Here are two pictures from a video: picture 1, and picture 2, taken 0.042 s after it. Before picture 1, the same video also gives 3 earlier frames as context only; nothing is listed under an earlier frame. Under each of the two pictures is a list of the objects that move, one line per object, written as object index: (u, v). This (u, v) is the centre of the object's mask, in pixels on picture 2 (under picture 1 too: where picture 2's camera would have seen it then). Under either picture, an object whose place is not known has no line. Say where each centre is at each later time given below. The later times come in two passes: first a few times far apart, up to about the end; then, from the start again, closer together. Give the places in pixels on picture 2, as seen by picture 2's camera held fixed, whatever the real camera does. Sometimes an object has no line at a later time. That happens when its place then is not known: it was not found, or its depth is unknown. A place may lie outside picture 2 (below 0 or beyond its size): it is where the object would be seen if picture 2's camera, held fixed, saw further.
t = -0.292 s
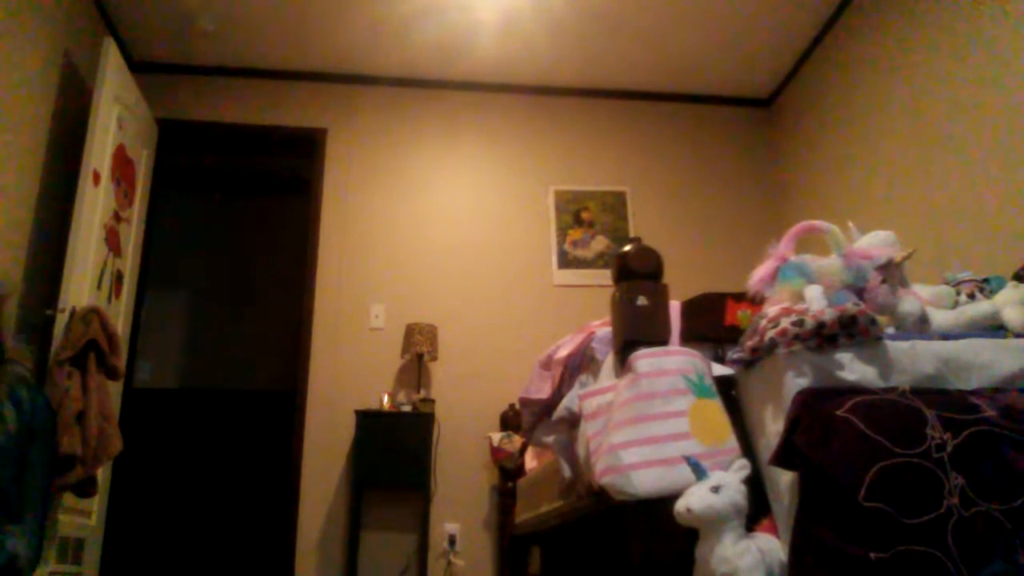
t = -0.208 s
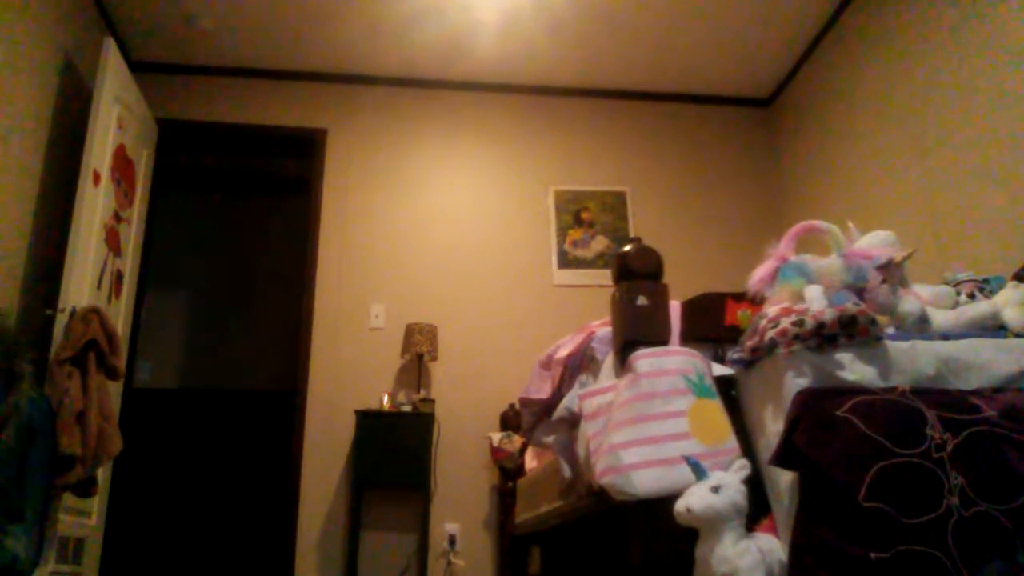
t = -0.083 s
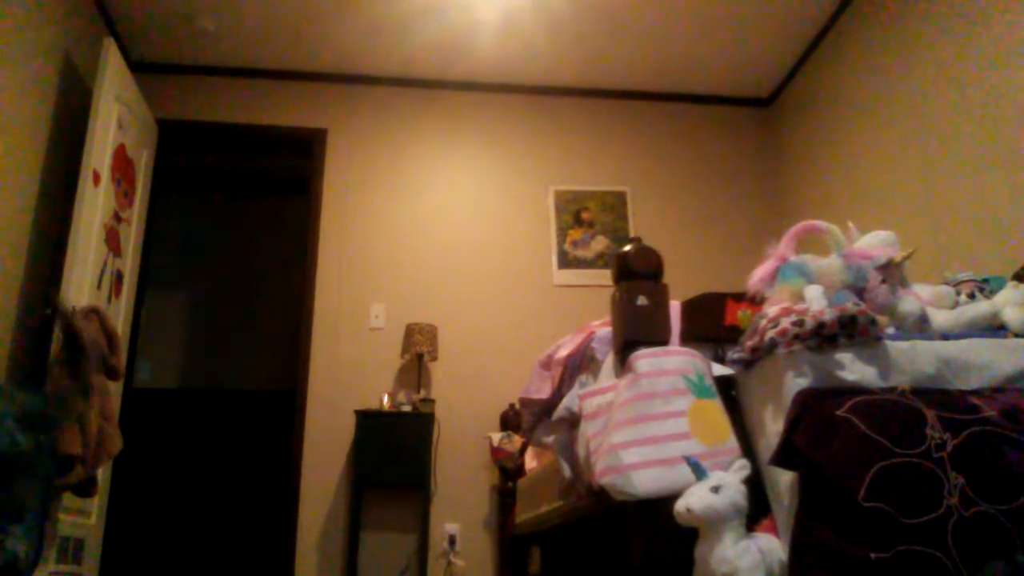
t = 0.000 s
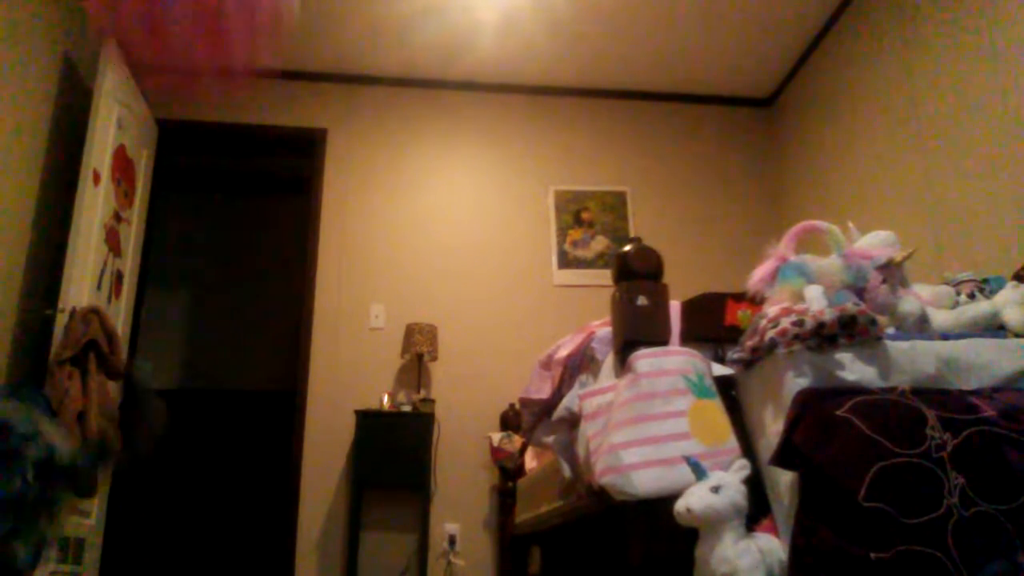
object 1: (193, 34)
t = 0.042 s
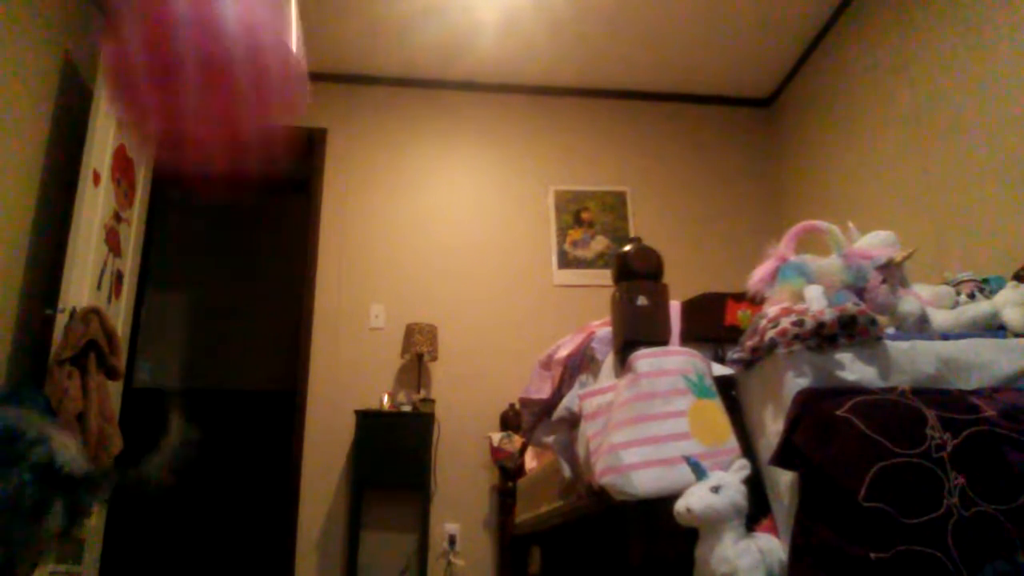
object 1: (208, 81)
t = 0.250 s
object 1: (255, 501)
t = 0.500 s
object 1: (345, 298)
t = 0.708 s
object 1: (394, 283)
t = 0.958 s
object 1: (431, 425)
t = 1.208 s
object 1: (467, 464)
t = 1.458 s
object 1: (493, 427)
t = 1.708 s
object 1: (466, 469)
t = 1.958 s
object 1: (420, 511)
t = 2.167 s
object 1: (398, 481)
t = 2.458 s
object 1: (368, 535)
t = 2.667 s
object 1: (368, 526)
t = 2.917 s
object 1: (360, 527)
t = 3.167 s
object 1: (351, 534)
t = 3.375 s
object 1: (344, 539)
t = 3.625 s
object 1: (341, 539)
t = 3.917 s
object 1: (341, 541)
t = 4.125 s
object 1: (342, 541)
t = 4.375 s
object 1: (343, 541)
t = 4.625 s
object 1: (347, 541)
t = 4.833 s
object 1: (352, 541)
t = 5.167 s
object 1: (360, 541)
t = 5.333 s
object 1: (363, 541)
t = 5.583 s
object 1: (369, 541)
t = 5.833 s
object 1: (372, 542)
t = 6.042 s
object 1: (373, 541)
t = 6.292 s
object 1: (372, 542)
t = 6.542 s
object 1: (372, 542)
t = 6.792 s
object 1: (372, 542)
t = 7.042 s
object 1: (371, 542)
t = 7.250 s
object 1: (371, 542)
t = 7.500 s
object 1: (371, 542)
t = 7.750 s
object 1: (371, 542)
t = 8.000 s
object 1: (371, 542)
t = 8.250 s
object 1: (371, 542)
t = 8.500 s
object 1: (371, 542)
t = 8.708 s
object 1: (371, 542)
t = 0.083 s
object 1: (221, 146)
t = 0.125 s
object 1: (232, 239)
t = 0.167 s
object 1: (239, 323)
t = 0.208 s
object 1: (246, 423)
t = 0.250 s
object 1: (255, 501)
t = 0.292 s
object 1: (273, 490)
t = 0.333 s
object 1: (289, 438)
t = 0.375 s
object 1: (304, 389)
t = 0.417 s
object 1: (318, 349)
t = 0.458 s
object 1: (332, 321)
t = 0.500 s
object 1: (345, 298)
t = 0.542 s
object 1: (357, 284)
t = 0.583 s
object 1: (367, 276)
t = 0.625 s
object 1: (377, 273)
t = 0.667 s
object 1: (386, 275)
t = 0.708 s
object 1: (394, 283)
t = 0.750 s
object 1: (402, 294)
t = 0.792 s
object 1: (408, 310)
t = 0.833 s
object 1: (415, 333)
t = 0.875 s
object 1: (420, 361)
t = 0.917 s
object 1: (426, 390)
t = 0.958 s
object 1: (431, 425)
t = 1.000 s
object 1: (437, 467)
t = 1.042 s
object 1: (443, 506)
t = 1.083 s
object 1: (448, 535)
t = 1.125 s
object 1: (454, 516)
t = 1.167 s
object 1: (461, 487)
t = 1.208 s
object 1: (467, 464)
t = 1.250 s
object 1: (473, 446)
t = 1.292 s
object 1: (477, 433)
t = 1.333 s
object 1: (481, 425)
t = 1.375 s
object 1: (484, 421)
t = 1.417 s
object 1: (489, 421)
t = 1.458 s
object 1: (493, 427)
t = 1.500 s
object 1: (497, 436)
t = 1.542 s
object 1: (495, 441)
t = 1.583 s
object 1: (490, 441)
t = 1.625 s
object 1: (482, 446)
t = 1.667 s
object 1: (475, 454)
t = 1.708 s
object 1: (466, 469)
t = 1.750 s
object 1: (458, 486)
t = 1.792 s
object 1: (448, 508)
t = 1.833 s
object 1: (439, 531)
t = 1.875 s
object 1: (430, 540)
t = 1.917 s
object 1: (424, 528)
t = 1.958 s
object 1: (420, 511)
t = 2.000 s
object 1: (415, 497)
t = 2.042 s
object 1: (411, 487)
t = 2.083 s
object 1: (406, 482)
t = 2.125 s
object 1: (402, 480)
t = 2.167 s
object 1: (398, 481)
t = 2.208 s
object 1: (393, 487)
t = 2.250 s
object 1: (390, 496)
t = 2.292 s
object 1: (384, 509)
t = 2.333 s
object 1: (380, 526)
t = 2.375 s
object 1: (374, 538)
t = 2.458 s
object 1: (368, 535)
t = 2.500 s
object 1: (369, 529)
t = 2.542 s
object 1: (369, 521)
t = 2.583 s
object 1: (368, 519)
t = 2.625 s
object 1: (368, 521)
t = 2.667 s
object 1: (368, 526)
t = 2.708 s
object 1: (367, 533)
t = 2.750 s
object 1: (367, 540)
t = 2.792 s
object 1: (366, 539)
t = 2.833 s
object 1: (364, 534)
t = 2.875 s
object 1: (363, 530)
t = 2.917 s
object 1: (360, 527)
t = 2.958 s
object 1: (359, 529)
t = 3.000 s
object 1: (357, 532)
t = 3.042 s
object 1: (355, 537)
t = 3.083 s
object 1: (353, 541)
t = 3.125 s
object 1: (352, 537)
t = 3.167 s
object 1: (351, 534)
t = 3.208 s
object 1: (349, 532)
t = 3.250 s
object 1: (348, 534)
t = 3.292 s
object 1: (346, 537)
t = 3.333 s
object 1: (345, 541)
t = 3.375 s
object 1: (344, 539)
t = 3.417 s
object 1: (344, 536)
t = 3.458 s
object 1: (343, 535)
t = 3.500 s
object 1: (343, 537)
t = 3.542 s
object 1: (342, 540)
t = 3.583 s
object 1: (342, 541)
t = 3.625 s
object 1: (341, 539)
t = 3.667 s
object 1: (341, 537)
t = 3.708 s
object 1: (341, 539)
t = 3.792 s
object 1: (341, 541)
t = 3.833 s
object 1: (341, 539)
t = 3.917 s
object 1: (341, 541)
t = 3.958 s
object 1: (341, 541)
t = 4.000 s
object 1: (342, 540)
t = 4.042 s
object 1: (342, 541)
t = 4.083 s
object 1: (343, 542)
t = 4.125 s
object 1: (342, 541)
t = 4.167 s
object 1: (342, 541)
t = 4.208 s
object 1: (342, 541)
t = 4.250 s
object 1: (342, 541)
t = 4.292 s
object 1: (343, 541)
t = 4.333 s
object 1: (343, 541)
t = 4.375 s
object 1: (343, 541)
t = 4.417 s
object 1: (344, 541)
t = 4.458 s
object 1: (344, 541)
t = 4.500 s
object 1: (345, 541)
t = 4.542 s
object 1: (345, 541)
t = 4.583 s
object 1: (346, 541)
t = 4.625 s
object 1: (347, 541)
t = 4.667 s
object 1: (348, 541)
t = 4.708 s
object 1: (348, 541)
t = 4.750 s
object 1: (350, 541)
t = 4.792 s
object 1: (351, 541)
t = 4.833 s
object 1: (352, 541)
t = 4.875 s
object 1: (352, 541)
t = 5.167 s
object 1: (360, 541)
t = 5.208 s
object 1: (361, 541)
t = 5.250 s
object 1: (362, 541)
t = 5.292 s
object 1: (363, 541)
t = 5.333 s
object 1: (363, 541)
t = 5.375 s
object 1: (364, 541)
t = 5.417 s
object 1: (365, 541)
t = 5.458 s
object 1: (366, 541)
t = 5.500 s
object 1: (368, 541)
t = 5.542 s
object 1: (368, 541)
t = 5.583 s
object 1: (369, 541)
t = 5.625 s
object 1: (369, 541)
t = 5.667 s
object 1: (370, 541)
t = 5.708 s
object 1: (372, 541)
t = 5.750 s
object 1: (371, 542)
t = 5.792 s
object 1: (372, 542)
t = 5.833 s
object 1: (372, 542)
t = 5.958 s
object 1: (372, 542)
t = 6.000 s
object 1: (372, 542)
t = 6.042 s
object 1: (373, 541)
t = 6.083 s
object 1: (373, 541)
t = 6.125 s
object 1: (373, 542)
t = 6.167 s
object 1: (372, 542)
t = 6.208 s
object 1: (372, 542)
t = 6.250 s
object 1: (372, 542)
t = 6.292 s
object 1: (372, 542)
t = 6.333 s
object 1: (372, 542)
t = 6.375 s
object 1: (372, 542)
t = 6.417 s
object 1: (372, 542)
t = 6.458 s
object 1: (372, 542)
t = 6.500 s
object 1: (372, 542)
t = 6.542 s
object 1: (372, 542)
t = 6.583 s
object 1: (372, 542)
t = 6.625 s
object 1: (372, 542)
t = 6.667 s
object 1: (372, 542)
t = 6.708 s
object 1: (372, 542)
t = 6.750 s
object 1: (372, 542)
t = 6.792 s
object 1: (372, 542)
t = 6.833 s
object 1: (371, 542)
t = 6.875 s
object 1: (372, 542)
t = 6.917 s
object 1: (371, 542)
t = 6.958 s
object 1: (371, 542)
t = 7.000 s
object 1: (371, 542)
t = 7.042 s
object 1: (371, 542)
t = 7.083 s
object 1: (371, 542)
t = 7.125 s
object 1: (371, 542)
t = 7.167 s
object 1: (371, 542)
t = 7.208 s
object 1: (371, 542)
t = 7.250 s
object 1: (371, 542)
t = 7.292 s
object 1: (371, 542)
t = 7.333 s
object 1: (371, 542)
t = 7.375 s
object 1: (371, 542)
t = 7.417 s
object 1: (371, 542)
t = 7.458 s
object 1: (370, 542)
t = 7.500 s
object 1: (371, 542)
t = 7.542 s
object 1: (370, 542)
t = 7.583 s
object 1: (370, 542)
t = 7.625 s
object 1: (370, 542)
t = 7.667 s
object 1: (371, 542)
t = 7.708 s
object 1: (371, 542)
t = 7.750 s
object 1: (371, 542)
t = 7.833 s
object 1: (371, 542)
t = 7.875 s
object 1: (371, 542)
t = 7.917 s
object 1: (371, 542)
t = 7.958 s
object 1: (371, 542)
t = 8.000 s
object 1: (371, 542)
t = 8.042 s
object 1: (371, 542)
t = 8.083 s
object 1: (371, 542)
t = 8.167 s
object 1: (371, 542)
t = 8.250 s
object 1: (371, 542)
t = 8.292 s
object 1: (371, 542)
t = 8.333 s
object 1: (371, 542)
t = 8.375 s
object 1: (371, 542)
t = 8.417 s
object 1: (371, 542)
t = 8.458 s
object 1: (370, 542)
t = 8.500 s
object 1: (371, 542)
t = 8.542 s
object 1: (371, 542)
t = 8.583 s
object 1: (371, 542)
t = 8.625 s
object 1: (371, 542)
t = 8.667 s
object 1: (371, 542)
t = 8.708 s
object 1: (371, 542)
